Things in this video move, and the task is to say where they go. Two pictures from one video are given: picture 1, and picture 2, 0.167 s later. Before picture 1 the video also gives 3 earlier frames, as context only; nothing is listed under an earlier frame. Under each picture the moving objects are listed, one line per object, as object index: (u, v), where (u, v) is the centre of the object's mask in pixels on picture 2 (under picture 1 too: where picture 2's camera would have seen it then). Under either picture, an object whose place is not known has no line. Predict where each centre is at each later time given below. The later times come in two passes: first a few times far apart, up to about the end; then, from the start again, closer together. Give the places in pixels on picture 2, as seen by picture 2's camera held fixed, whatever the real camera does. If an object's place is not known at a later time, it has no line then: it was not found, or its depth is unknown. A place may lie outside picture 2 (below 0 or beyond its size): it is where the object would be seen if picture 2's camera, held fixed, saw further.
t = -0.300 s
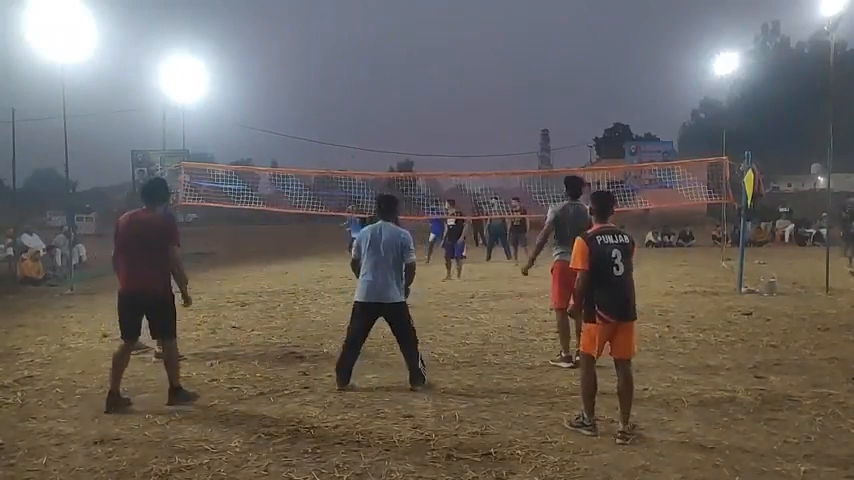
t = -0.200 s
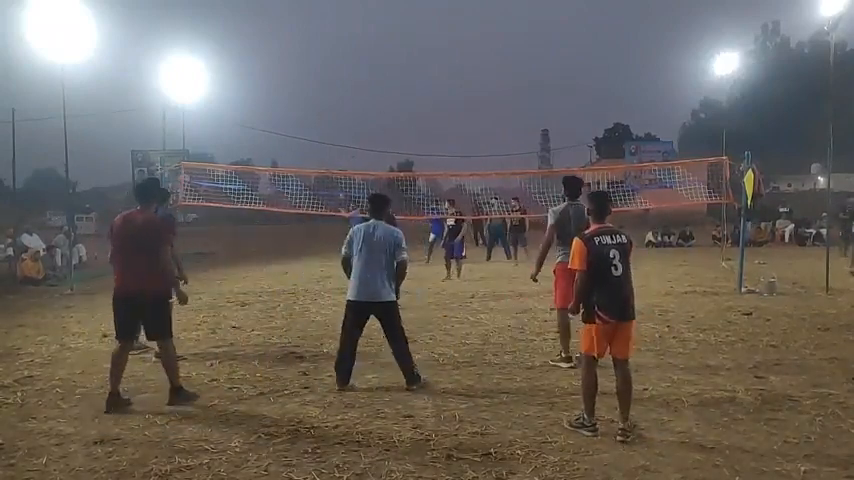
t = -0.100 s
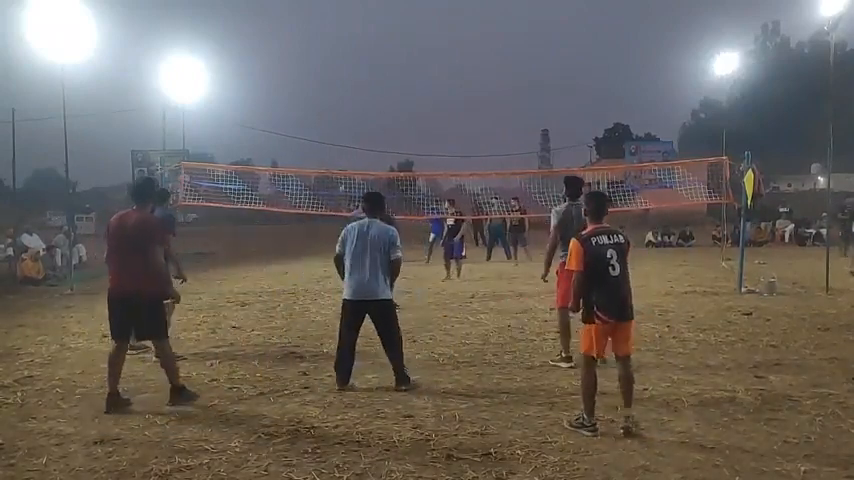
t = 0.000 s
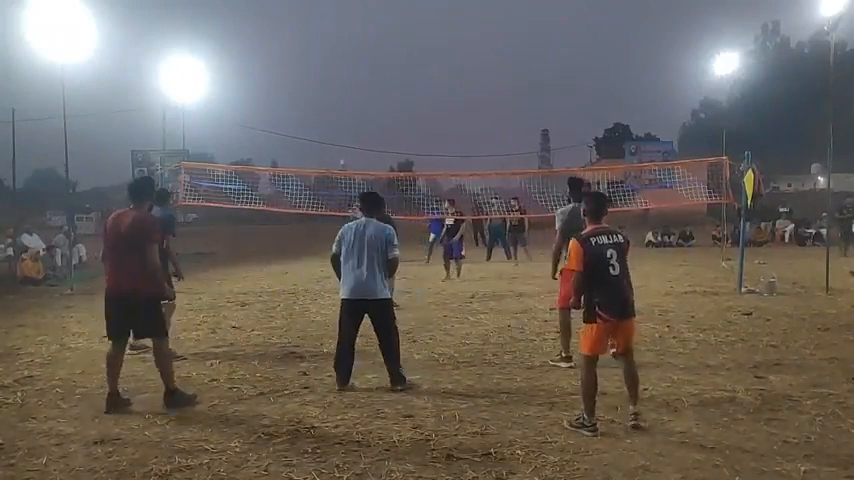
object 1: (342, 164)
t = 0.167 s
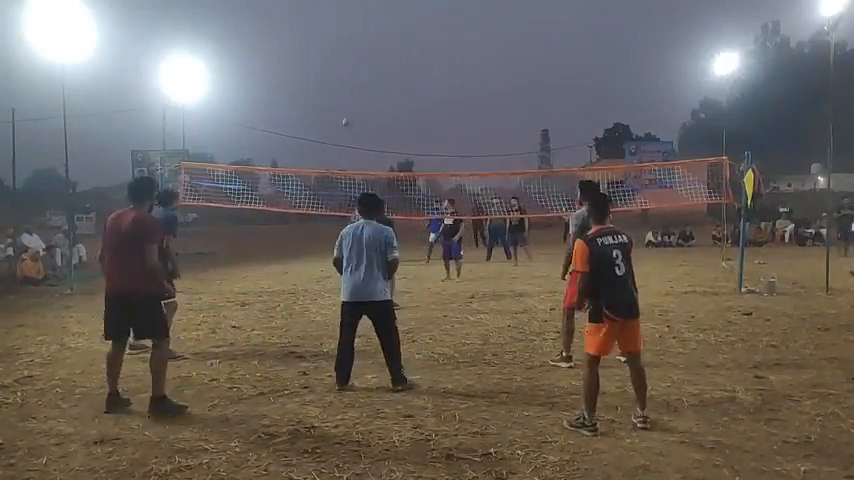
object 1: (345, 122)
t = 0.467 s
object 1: (352, 60)
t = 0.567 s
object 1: (356, 47)
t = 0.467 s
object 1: (352, 60)
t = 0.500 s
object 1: (354, 55)
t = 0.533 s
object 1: (354, 51)
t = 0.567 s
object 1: (356, 47)
